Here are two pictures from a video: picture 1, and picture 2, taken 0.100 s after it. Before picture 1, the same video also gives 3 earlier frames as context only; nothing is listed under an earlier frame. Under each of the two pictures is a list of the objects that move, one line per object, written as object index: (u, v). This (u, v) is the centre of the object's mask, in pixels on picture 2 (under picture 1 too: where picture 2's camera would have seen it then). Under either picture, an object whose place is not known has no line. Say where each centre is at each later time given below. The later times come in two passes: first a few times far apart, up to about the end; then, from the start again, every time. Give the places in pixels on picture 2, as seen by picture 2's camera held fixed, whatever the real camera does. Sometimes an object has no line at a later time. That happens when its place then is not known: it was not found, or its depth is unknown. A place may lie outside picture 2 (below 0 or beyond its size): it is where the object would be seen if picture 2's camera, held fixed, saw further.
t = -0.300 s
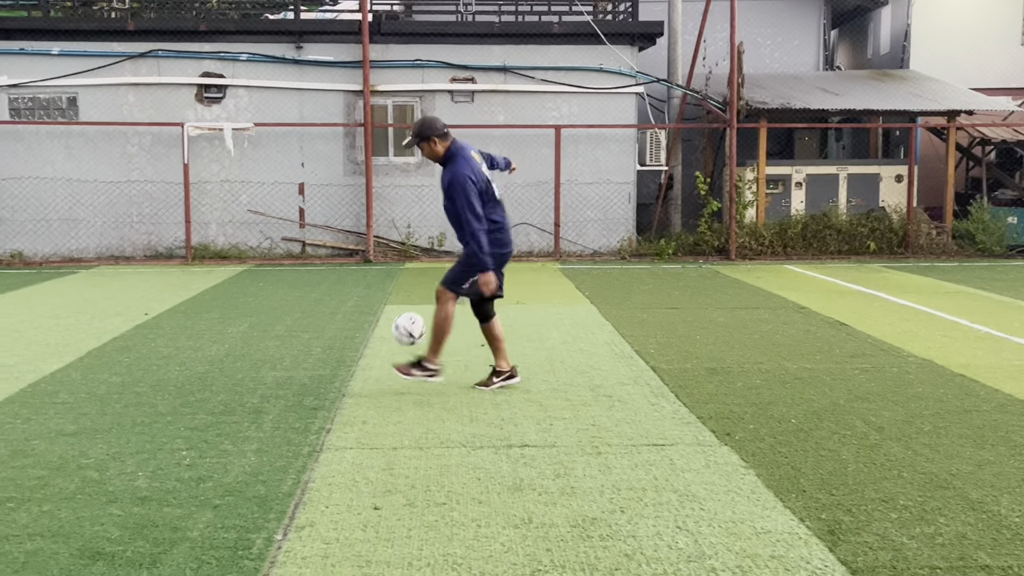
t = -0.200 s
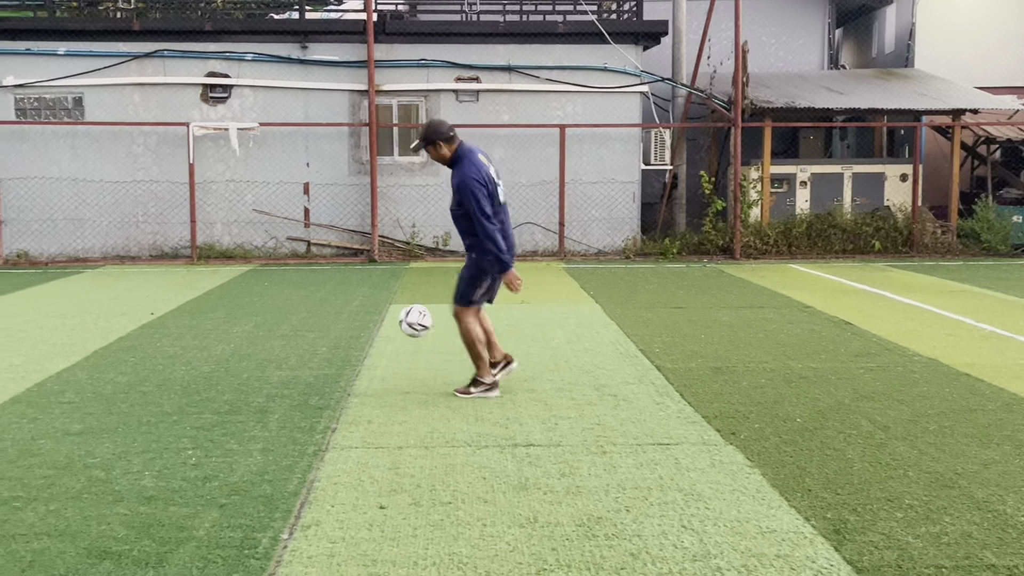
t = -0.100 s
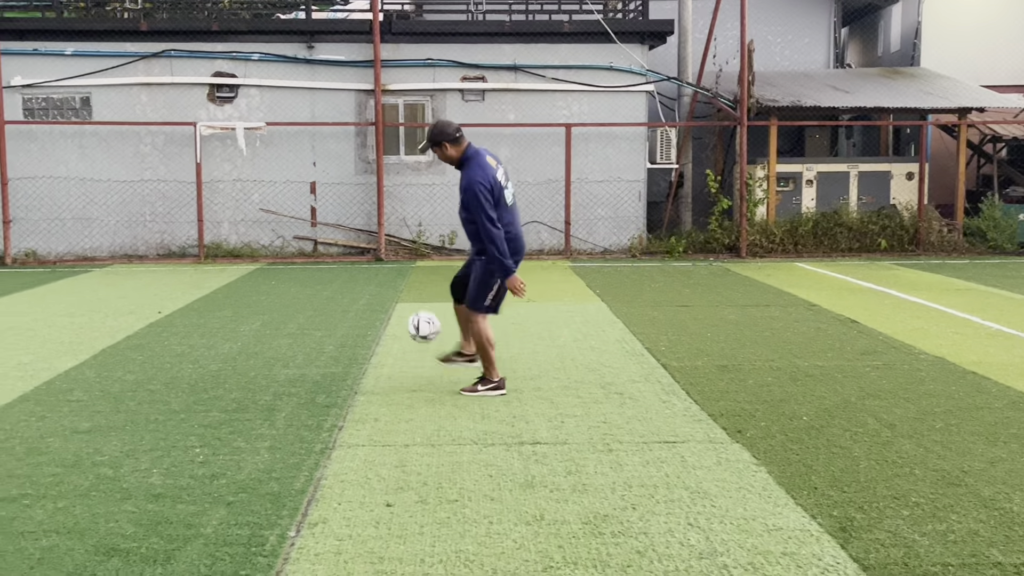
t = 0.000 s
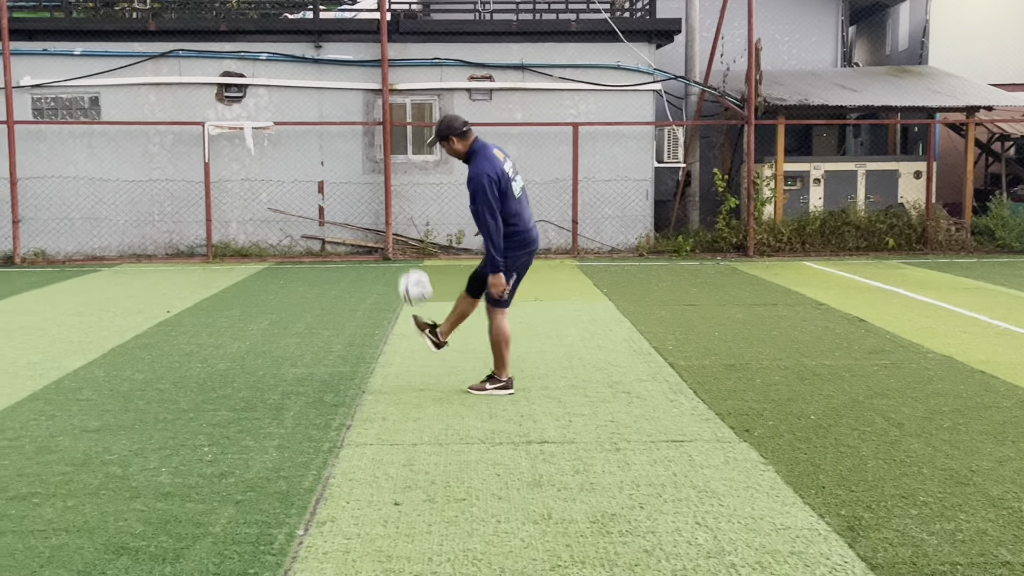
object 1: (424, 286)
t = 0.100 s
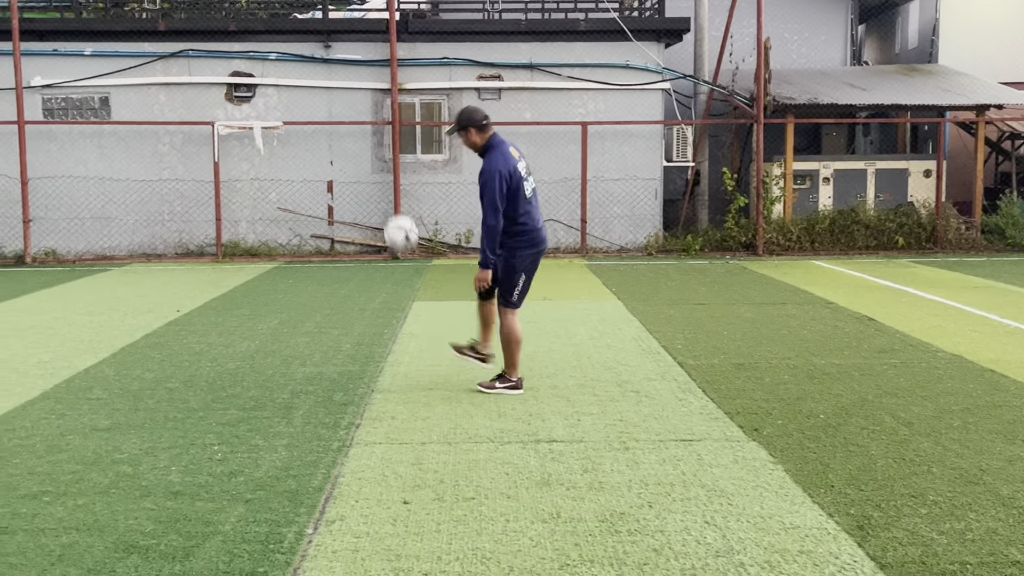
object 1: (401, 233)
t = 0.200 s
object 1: (381, 191)
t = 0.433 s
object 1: (334, 161)
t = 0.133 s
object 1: (394, 218)
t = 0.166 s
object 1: (387, 205)
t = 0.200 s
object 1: (381, 191)
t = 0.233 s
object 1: (375, 183)
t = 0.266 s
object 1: (368, 175)
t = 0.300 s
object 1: (360, 168)
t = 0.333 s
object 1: (354, 163)
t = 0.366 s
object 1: (347, 161)
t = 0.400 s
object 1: (341, 160)
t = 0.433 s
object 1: (334, 161)
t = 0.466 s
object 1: (325, 164)
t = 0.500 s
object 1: (319, 168)
